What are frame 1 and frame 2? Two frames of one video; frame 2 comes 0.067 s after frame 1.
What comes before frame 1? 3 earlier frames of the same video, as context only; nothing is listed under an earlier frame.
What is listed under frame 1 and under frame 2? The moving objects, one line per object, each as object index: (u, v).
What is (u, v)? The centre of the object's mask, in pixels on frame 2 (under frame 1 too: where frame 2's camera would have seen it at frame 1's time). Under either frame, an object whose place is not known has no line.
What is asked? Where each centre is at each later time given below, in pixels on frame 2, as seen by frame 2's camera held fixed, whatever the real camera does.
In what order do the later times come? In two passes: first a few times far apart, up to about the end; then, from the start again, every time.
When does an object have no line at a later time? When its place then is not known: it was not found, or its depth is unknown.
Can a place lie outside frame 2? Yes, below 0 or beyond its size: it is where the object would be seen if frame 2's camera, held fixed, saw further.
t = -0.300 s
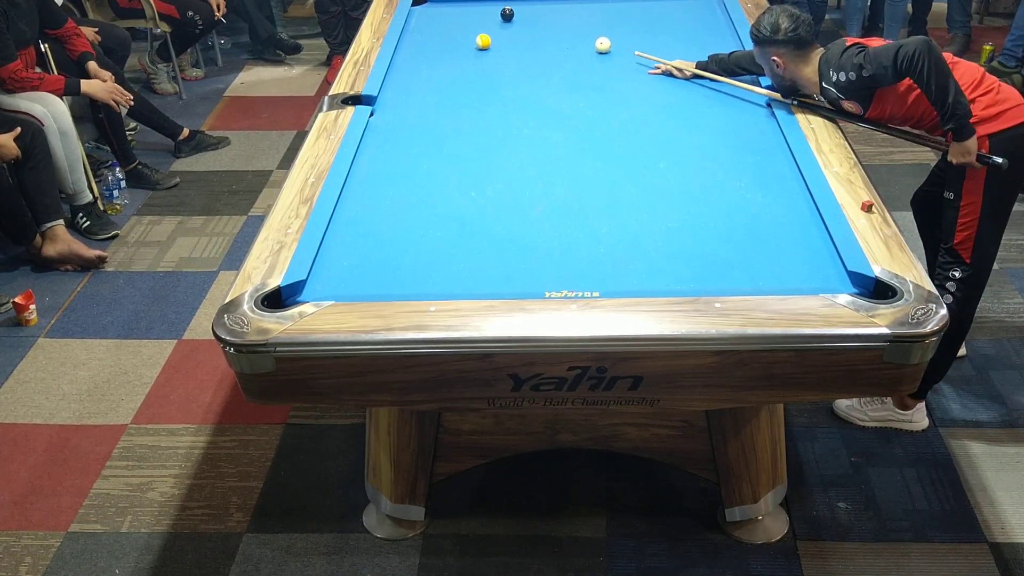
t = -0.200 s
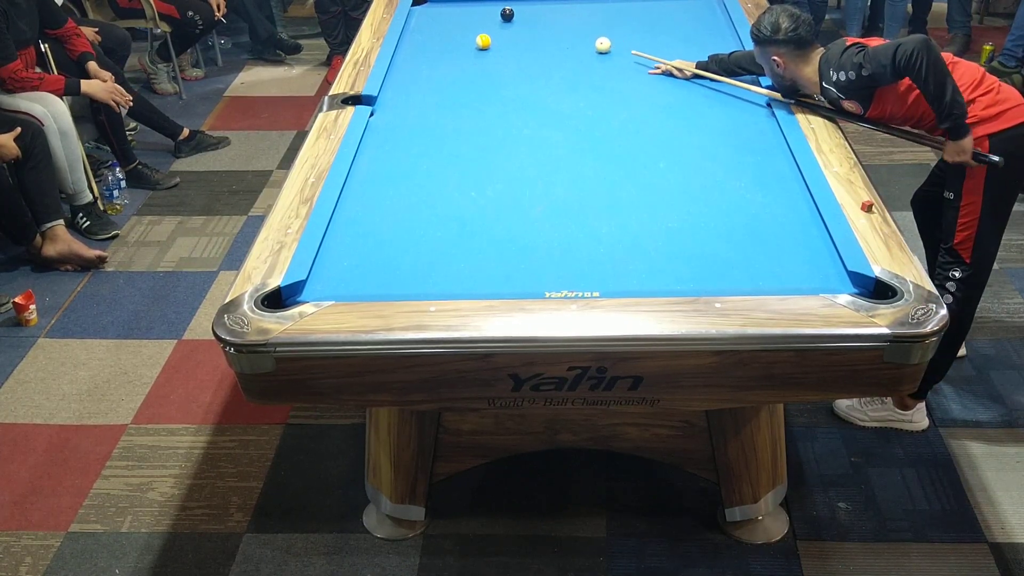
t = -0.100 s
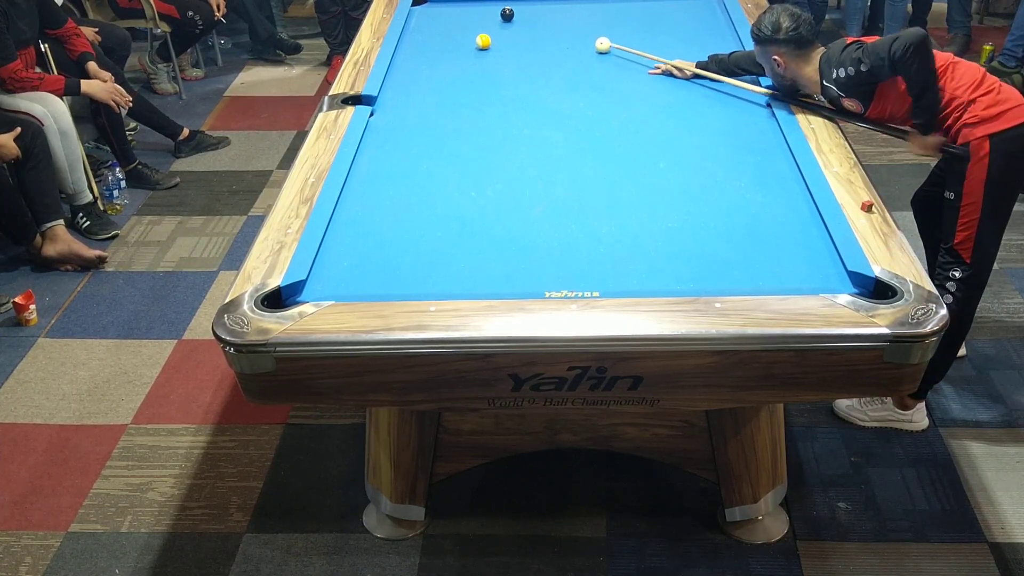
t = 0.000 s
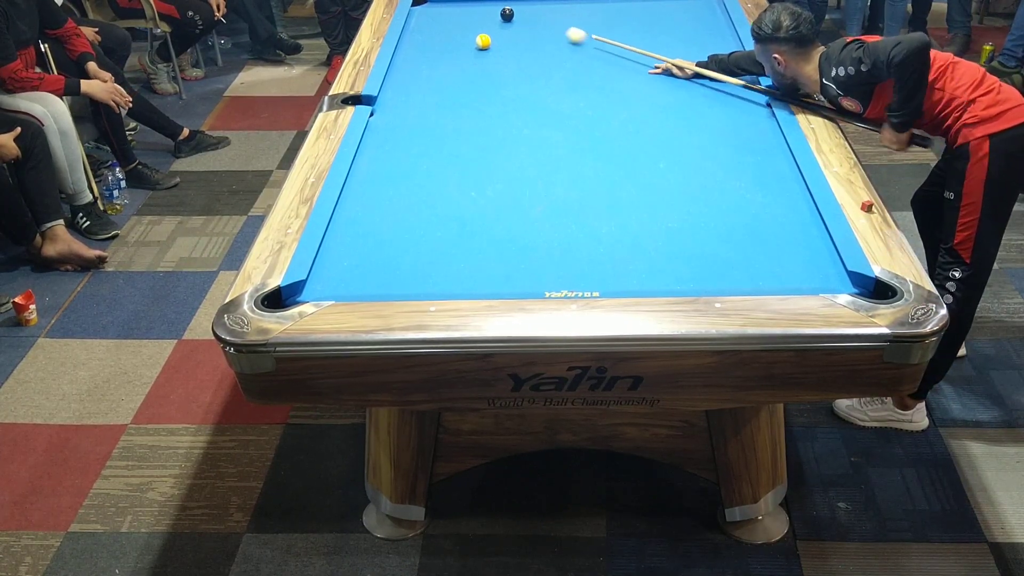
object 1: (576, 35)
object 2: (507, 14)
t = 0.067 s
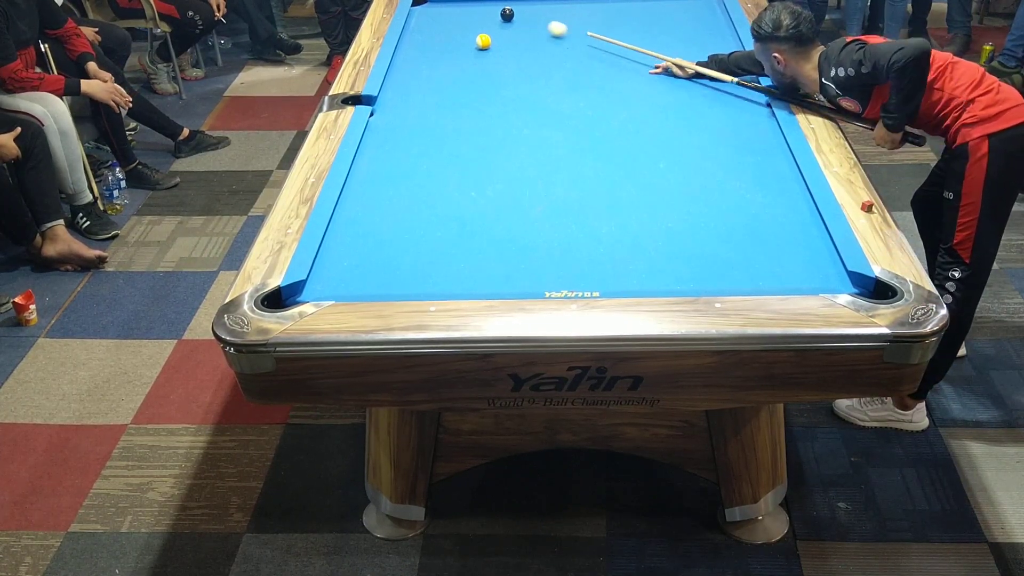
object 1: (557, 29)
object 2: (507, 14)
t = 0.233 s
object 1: (519, 16)
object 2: (502, 12)
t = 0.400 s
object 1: (523, 10)
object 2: (462, 6)
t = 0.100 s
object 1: (548, 26)
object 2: (507, 14)
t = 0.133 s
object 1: (540, 23)
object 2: (507, 14)
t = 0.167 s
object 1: (531, 20)
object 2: (507, 14)
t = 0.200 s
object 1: (523, 17)
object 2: (507, 14)
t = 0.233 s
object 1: (519, 16)
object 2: (502, 12)
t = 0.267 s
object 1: (521, 15)
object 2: (493, 10)
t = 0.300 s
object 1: (522, 13)
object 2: (484, 9)
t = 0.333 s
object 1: (523, 12)
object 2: (476, 8)
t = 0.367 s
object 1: (523, 11)
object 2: (468, 7)
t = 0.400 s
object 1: (523, 10)
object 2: (462, 6)
